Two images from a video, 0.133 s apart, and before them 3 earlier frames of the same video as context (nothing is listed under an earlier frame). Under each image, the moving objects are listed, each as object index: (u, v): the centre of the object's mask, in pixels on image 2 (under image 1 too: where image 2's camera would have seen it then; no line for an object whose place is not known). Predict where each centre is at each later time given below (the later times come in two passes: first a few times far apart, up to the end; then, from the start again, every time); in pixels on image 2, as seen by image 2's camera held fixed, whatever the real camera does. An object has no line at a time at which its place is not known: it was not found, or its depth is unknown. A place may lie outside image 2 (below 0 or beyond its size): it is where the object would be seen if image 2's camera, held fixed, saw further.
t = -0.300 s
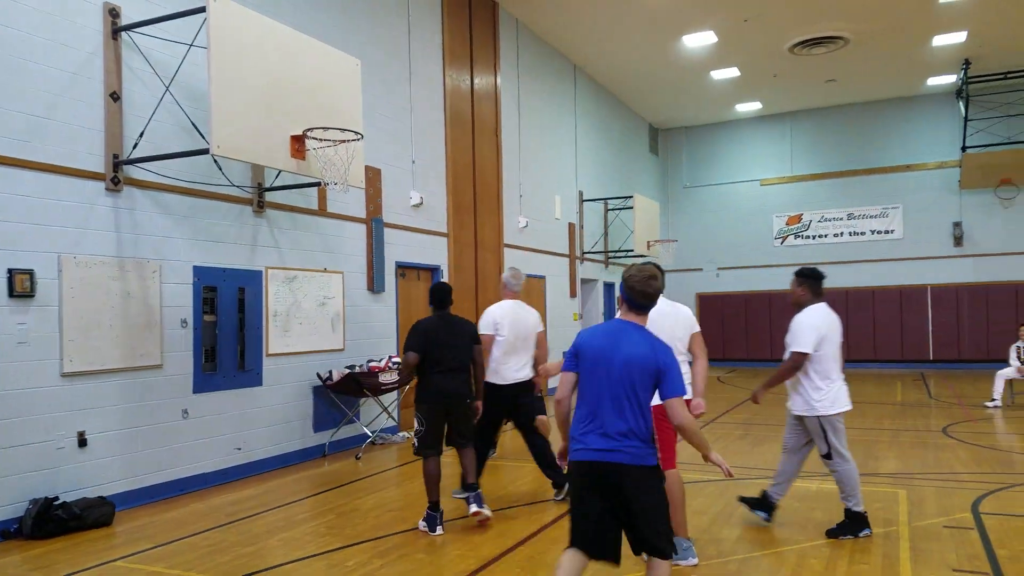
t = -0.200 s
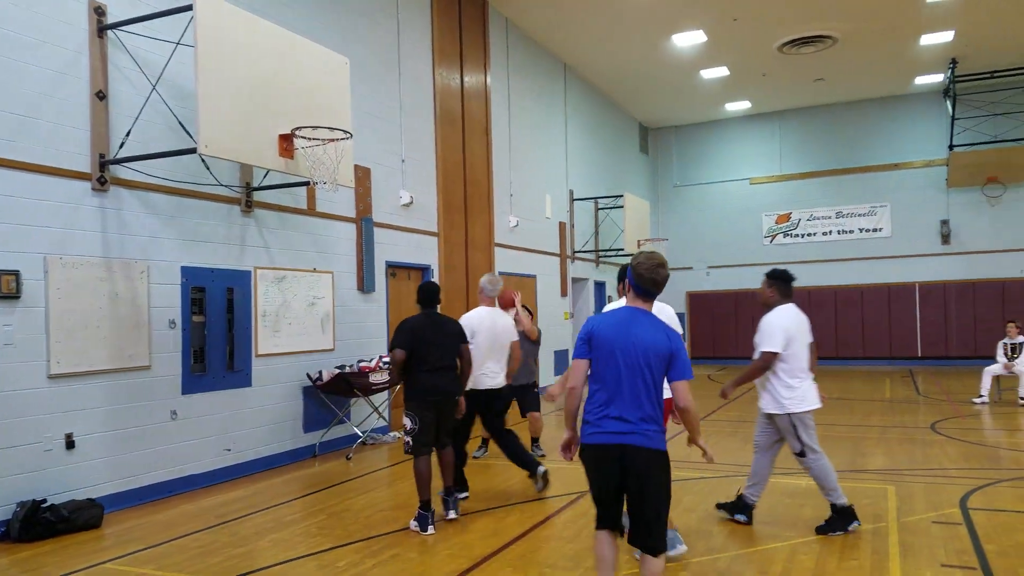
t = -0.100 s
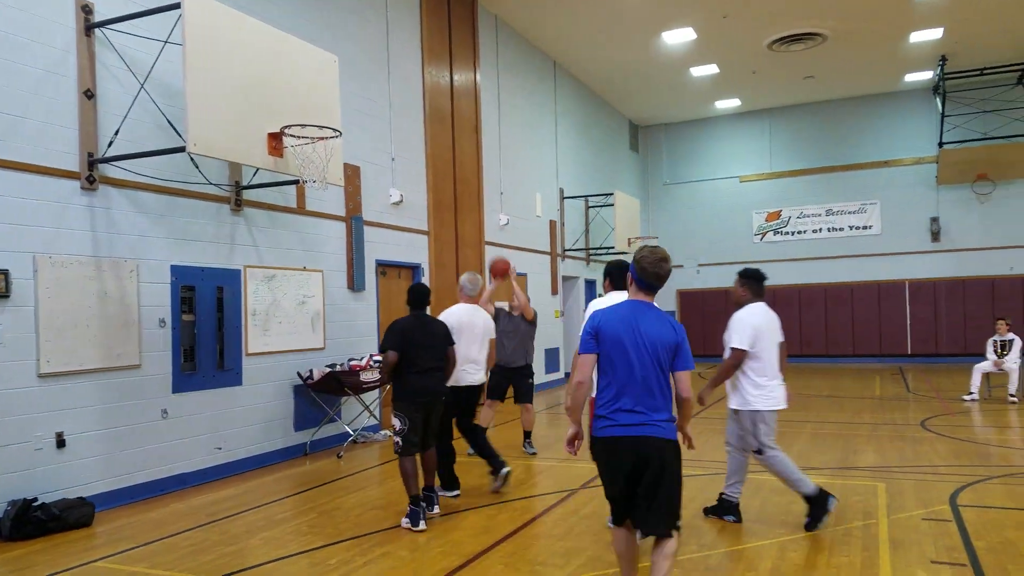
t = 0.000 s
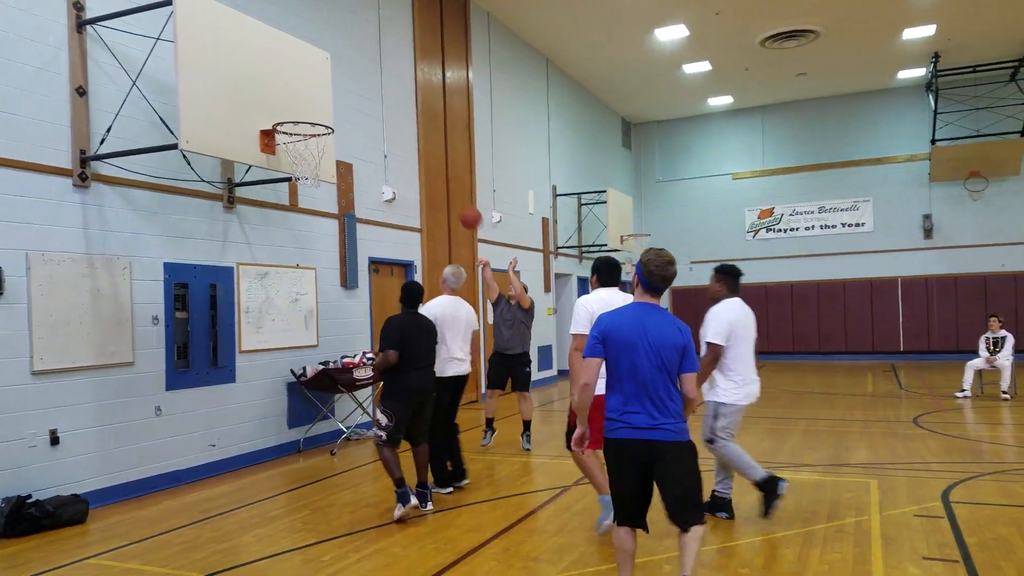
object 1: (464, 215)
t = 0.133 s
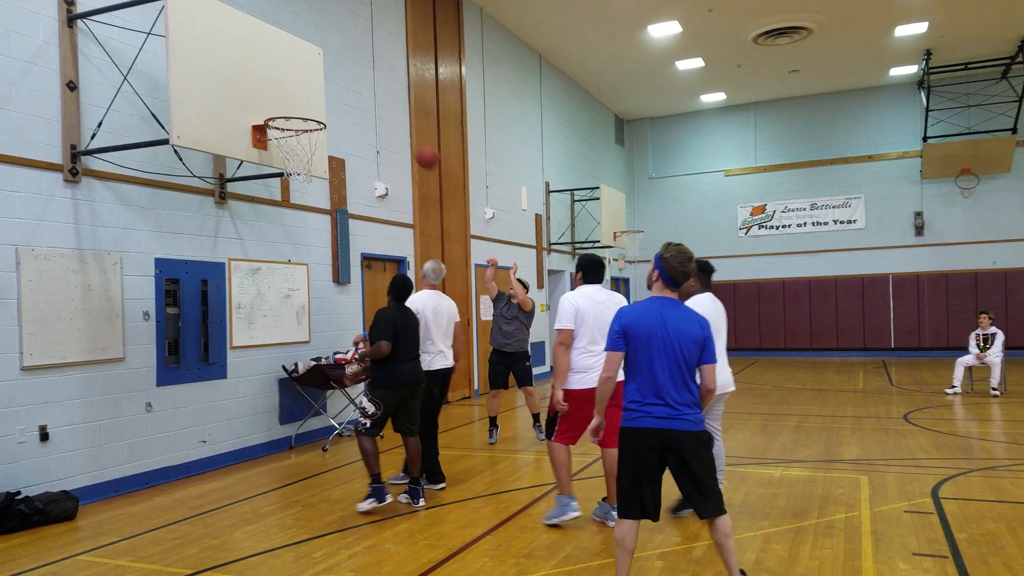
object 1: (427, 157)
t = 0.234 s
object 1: (399, 120)
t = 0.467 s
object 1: (328, 73)
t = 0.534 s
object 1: (307, 69)
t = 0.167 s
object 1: (418, 144)
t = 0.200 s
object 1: (408, 132)
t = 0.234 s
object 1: (399, 120)
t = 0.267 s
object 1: (390, 110)
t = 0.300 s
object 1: (379, 101)
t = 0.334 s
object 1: (369, 93)
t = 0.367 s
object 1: (359, 86)
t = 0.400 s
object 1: (349, 81)
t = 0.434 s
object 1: (339, 76)
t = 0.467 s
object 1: (328, 73)
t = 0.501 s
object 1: (317, 70)
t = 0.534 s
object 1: (307, 69)
